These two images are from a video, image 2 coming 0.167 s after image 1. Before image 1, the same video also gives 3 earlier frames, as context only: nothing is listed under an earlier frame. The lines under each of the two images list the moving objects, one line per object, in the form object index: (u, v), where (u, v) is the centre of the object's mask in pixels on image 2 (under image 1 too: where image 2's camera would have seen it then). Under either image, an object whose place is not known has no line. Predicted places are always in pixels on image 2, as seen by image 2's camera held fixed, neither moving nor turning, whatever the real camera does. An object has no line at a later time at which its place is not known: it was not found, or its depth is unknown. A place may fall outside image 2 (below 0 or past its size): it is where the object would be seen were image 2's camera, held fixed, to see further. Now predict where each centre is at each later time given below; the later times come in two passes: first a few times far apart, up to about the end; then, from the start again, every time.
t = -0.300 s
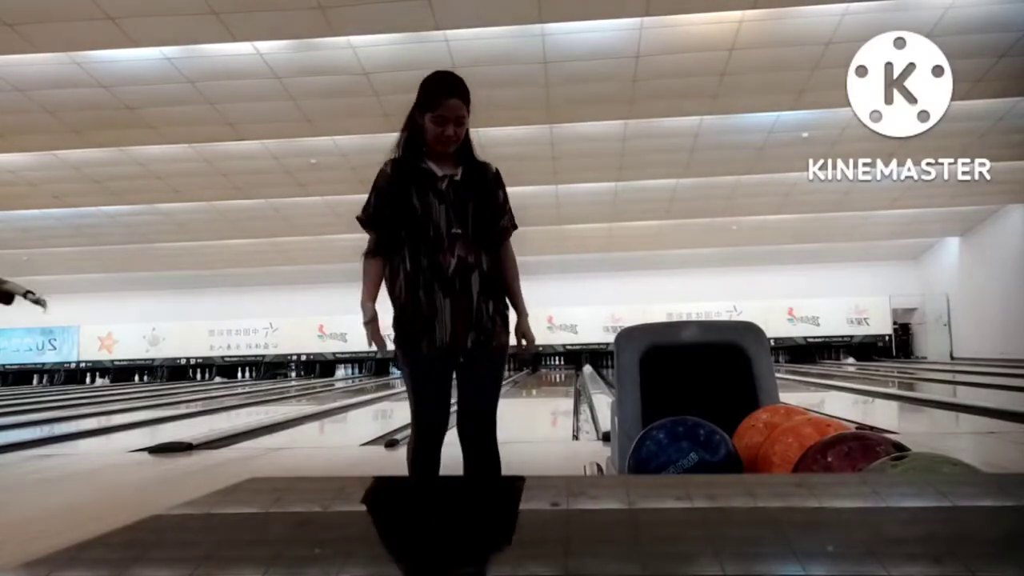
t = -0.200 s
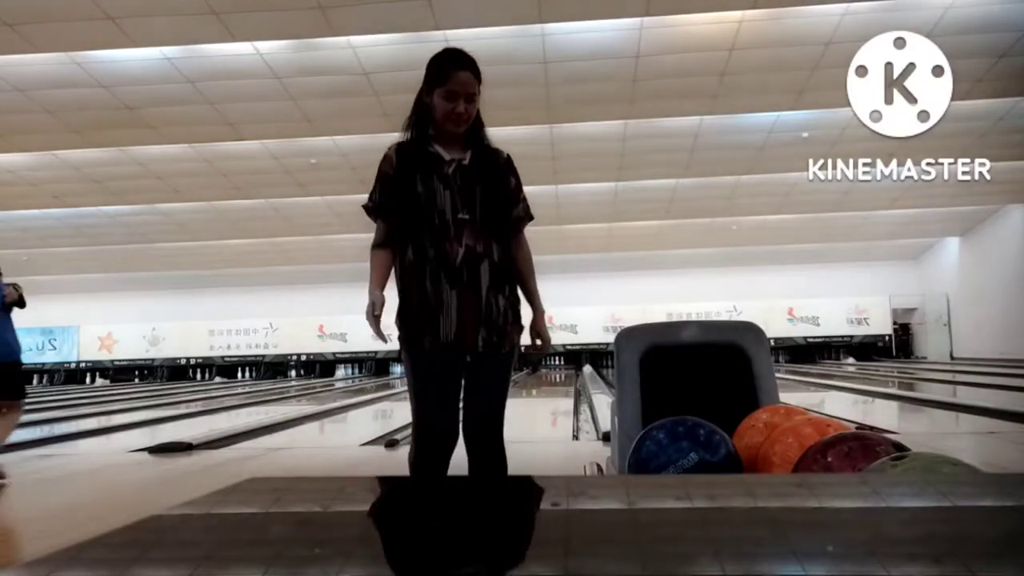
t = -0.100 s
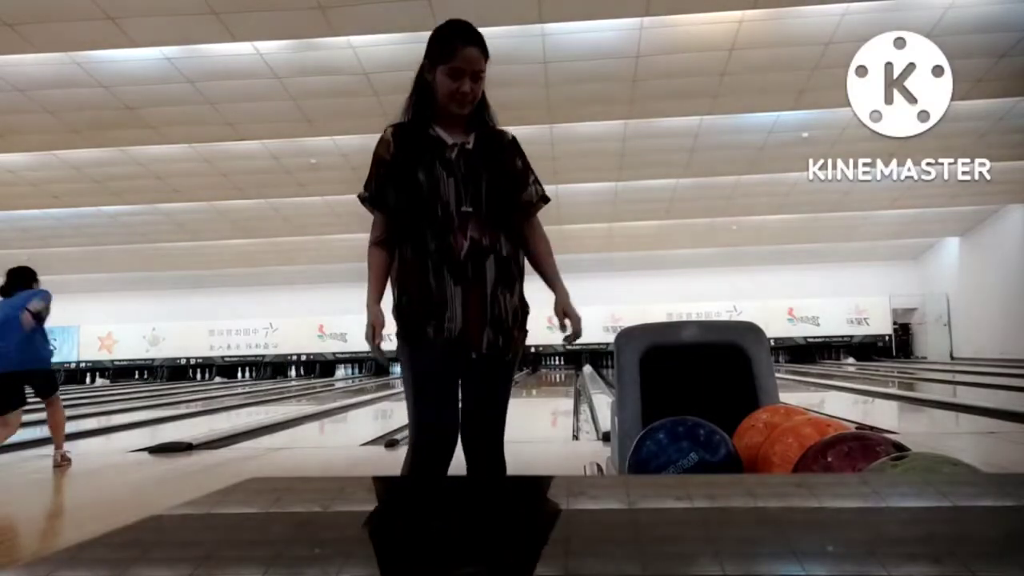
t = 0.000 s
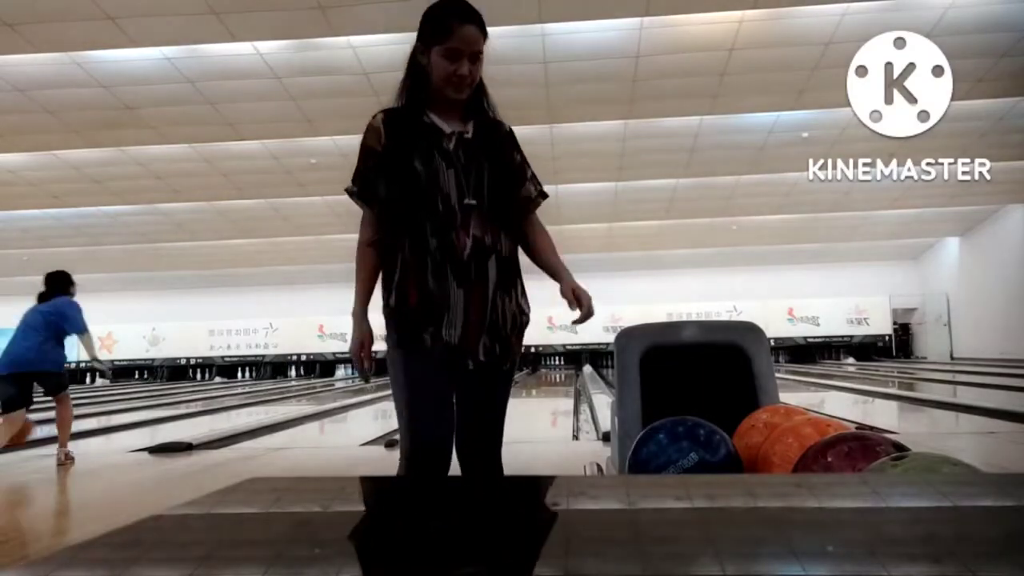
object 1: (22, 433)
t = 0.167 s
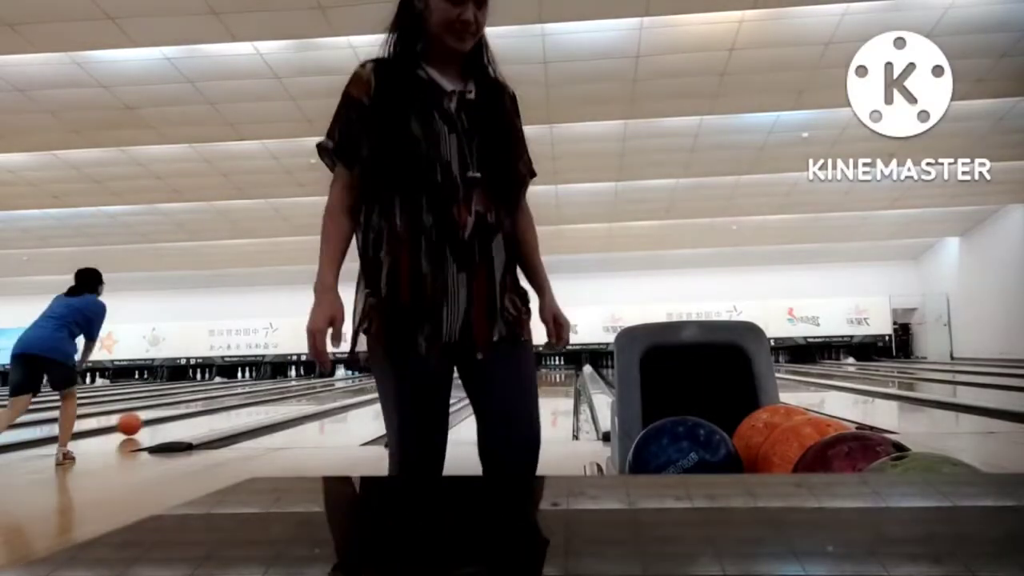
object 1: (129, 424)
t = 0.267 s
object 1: (178, 415)
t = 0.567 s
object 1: (259, 398)
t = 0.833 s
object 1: (308, 391)
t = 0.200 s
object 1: (148, 421)
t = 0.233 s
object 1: (164, 418)
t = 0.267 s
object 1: (178, 415)
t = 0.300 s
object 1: (185, 413)
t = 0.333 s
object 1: (198, 411)
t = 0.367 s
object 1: (209, 408)
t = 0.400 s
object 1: (220, 406)
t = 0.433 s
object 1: (231, 404)
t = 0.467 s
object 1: (239, 402)
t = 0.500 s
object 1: (243, 401)
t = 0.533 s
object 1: (251, 399)
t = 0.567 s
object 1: (259, 398)
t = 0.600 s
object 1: (265, 397)
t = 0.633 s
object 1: (271, 397)
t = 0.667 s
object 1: (274, 397)
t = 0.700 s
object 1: (282, 395)
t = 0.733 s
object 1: (291, 394)
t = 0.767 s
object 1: (296, 392)
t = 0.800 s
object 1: (301, 392)
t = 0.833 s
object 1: (308, 391)
